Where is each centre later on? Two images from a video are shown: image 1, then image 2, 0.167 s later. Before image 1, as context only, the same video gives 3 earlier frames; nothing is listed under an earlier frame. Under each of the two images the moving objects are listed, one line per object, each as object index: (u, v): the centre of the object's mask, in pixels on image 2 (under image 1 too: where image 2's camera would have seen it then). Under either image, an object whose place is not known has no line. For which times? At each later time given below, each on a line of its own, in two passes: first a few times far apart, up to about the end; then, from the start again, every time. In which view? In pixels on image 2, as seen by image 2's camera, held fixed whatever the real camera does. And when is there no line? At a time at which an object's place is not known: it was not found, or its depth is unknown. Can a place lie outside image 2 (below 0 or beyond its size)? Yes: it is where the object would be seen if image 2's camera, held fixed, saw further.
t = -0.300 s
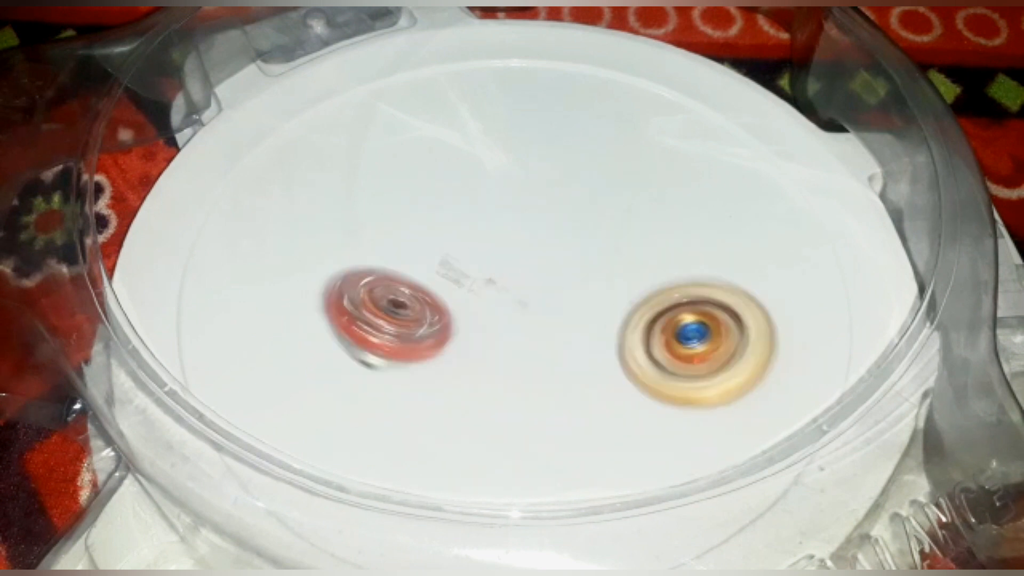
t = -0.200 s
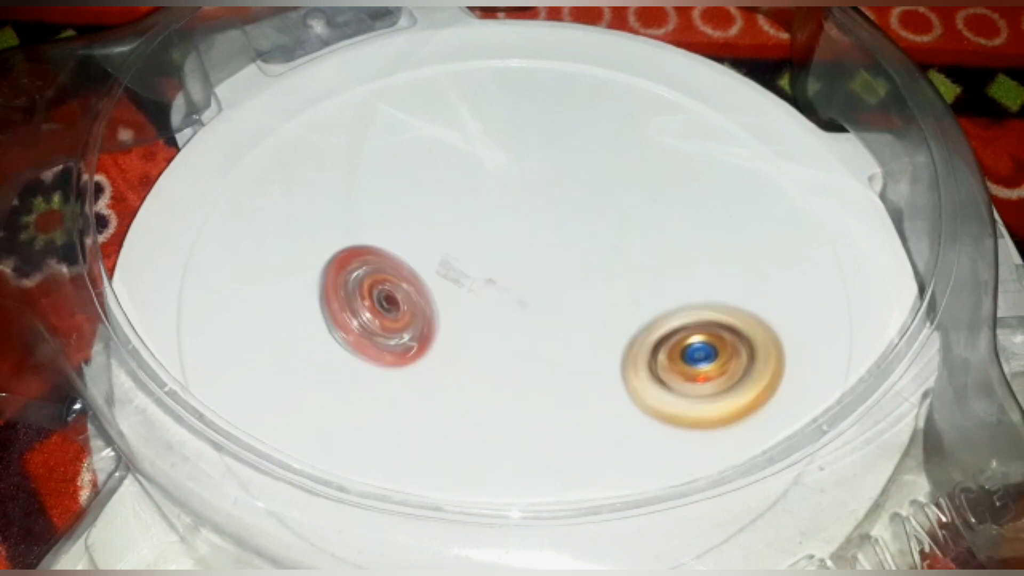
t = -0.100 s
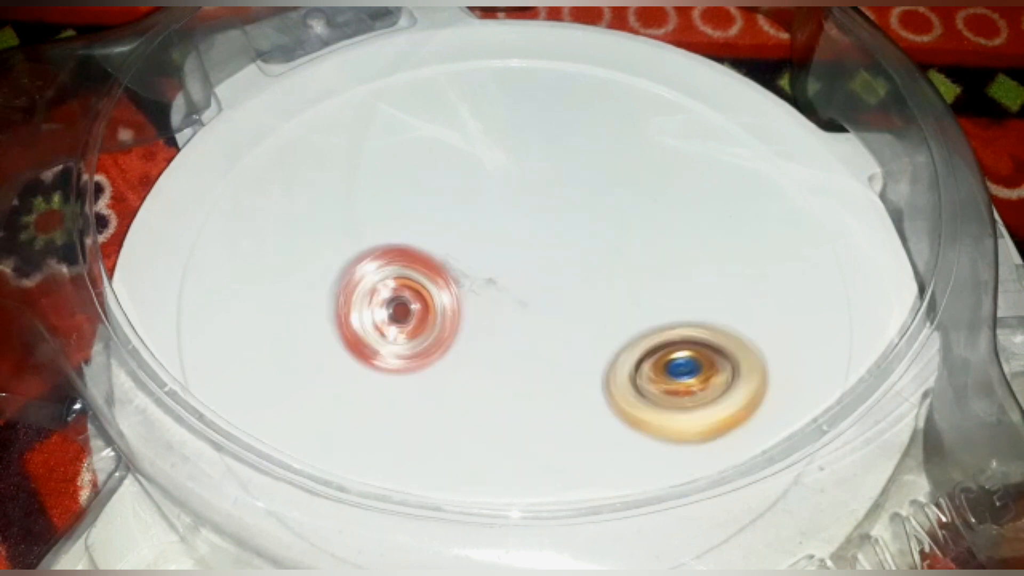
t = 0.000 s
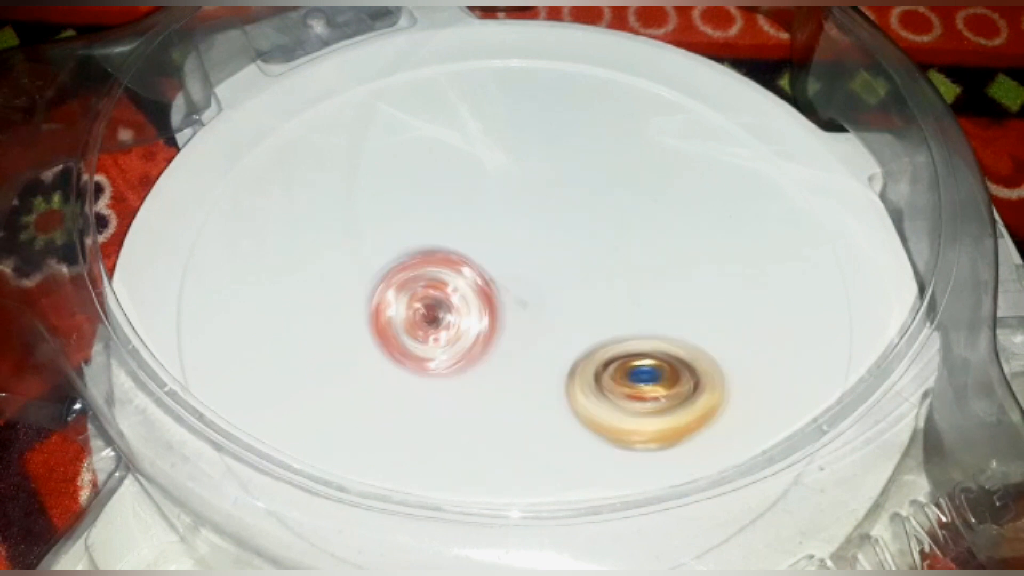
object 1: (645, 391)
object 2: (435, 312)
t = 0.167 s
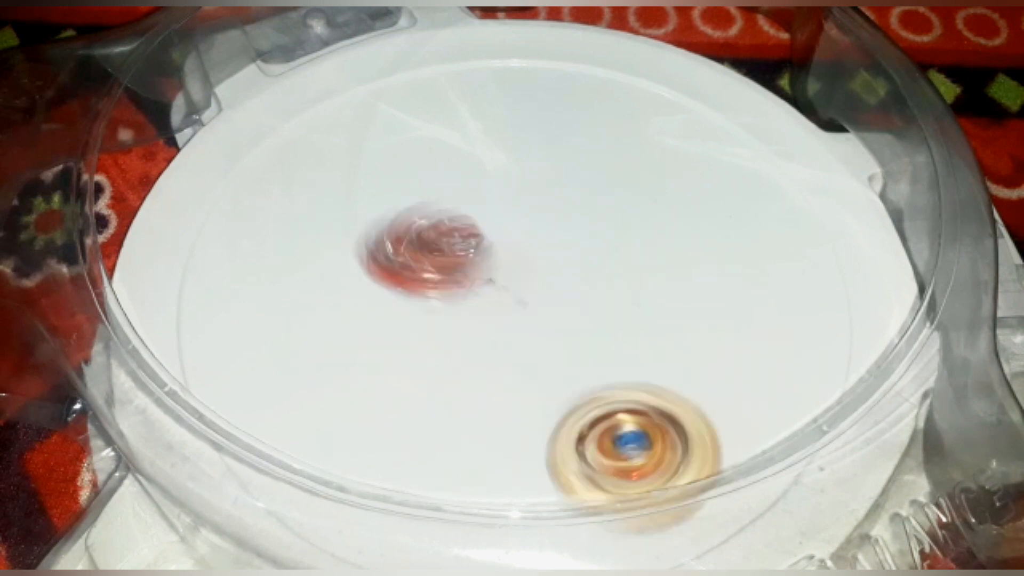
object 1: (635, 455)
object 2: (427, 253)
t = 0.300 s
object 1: (634, 473)
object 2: (381, 188)
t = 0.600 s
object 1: (556, 400)
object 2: (446, 235)
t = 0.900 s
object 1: (538, 348)
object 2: (680, 275)
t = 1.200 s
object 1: (558, 330)
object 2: (660, 272)
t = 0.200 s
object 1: (638, 465)
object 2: (407, 235)
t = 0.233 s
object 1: (637, 468)
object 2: (394, 212)
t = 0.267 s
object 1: (636, 473)
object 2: (386, 197)
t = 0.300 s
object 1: (634, 473)
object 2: (381, 188)
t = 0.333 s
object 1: (629, 472)
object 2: (379, 180)
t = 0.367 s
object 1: (620, 467)
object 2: (382, 179)
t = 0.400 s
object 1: (603, 453)
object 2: (389, 178)
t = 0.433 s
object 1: (593, 450)
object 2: (397, 185)
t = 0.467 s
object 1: (585, 445)
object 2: (404, 188)
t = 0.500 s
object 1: (576, 437)
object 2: (412, 202)
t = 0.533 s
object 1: (569, 427)
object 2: (420, 211)
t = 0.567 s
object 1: (561, 413)
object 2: (431, 225)
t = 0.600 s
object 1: (556, 400)
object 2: (446, 235)
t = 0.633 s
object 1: (553, 388)
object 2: (464, 249)
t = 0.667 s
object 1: (551, 377)
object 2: (485, 263)
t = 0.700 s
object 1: (551, 368)
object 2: (504, 273)
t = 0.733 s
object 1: (543, 360)
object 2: (545, 274)
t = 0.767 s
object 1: (534, 358)
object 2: (586, 275)
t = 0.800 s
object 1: (532, 355)
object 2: (614, 277)
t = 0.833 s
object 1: (535, 350)
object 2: (640, 278)
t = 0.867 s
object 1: (540, 349)
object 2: (663, 278)
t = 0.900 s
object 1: (538, 348)
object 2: (680, 275)
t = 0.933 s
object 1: (541, 343)
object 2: (693, 269)
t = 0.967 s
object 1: (544, 342)
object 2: (701, 264)
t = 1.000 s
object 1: (546, 340)
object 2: (703, 260)
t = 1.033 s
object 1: (547, 337)
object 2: (702, 258)
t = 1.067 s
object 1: (550, 336)
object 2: (700, 259)
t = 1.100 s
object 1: (552, 334)
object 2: (696, 262)
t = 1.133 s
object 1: (554, 333)
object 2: (688, 268)
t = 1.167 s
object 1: (556, 330)
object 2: (674, 272)
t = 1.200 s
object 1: (558, 330)
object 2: (660, 272)
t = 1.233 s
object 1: (559, 329)
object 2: (645, 268)
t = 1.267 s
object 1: (560, 328)
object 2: (631, 261)
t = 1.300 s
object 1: (560, 326)
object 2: (618, 254)
